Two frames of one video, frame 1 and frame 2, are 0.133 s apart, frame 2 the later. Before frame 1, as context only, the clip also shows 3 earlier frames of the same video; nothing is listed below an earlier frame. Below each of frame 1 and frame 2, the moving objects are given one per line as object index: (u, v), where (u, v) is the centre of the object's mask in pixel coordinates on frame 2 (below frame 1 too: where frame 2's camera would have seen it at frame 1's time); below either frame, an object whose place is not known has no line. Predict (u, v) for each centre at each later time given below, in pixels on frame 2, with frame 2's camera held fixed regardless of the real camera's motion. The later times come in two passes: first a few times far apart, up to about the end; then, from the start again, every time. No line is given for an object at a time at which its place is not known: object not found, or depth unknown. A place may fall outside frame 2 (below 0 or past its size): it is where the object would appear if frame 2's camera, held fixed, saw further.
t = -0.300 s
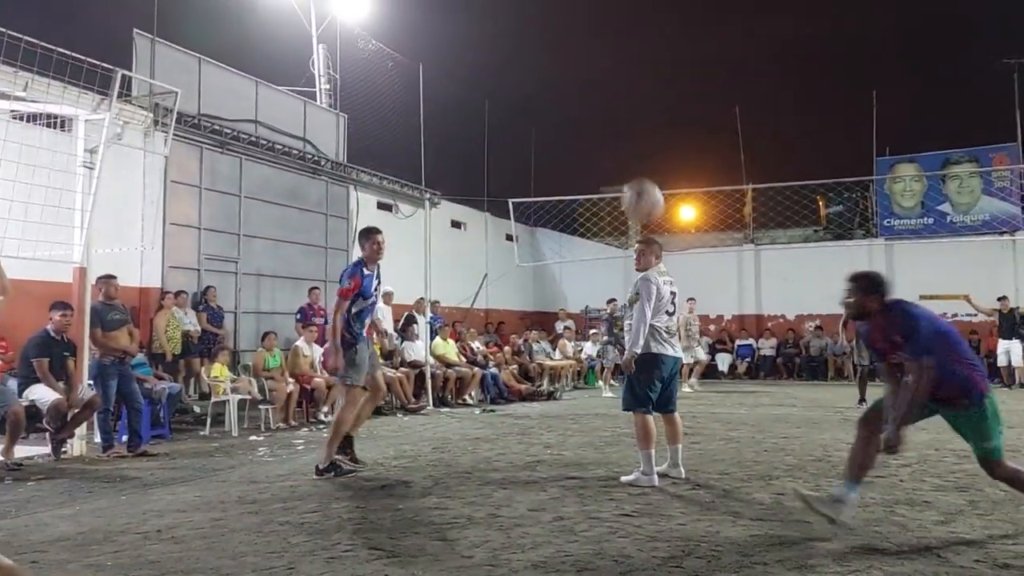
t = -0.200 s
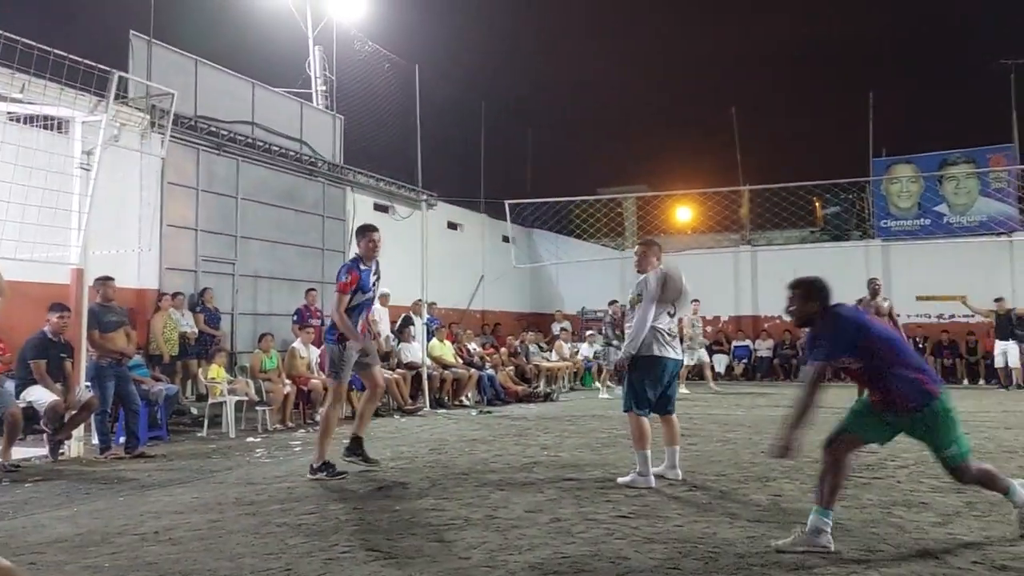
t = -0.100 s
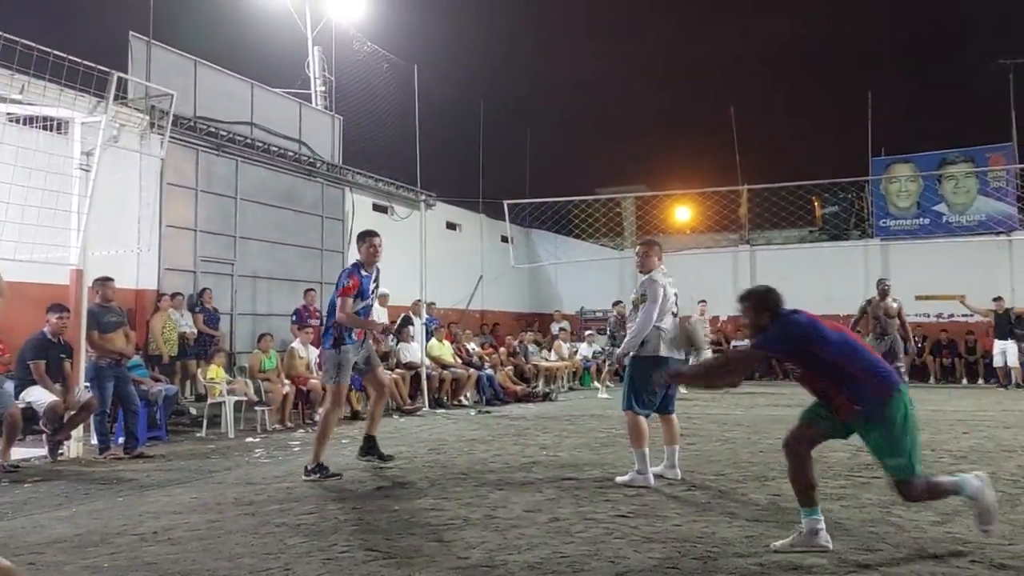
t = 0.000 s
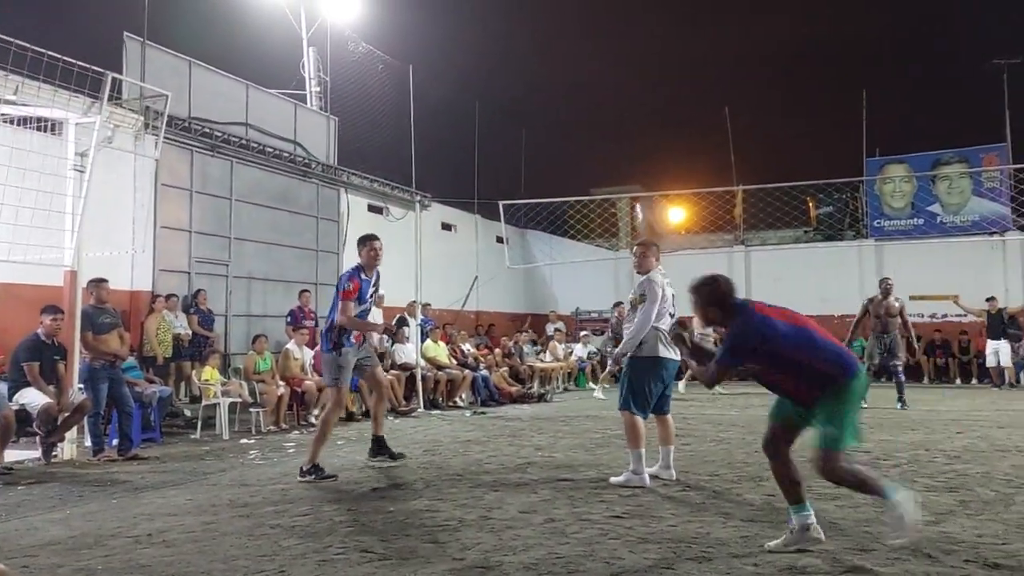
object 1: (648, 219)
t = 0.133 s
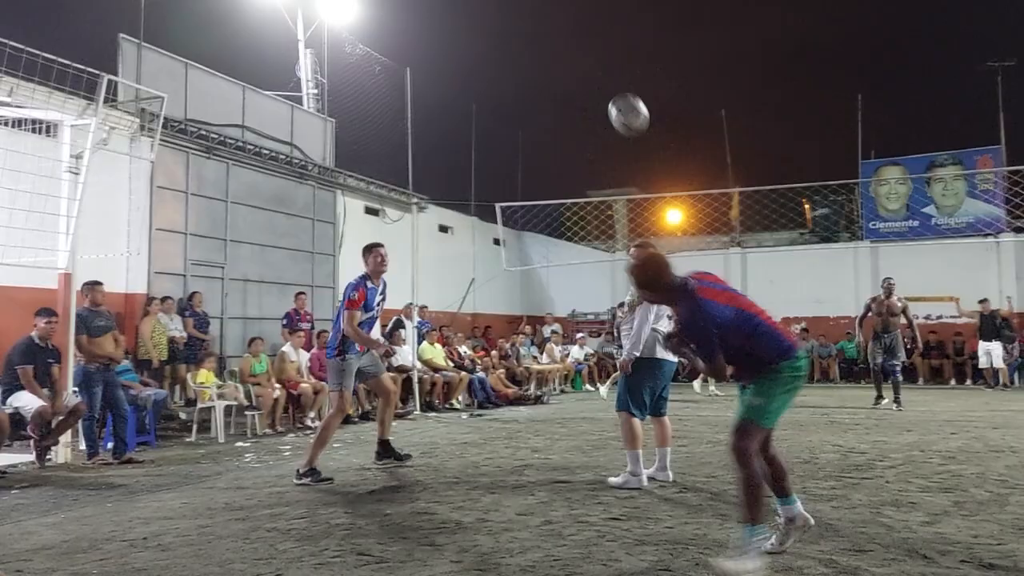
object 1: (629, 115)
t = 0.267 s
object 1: (610, 49)
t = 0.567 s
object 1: (583, 11)
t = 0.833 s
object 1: (567, 68)
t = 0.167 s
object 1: (623, 95)
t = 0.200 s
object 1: (618, 78)
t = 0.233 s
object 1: (614, 62)
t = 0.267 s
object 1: (610, 49)
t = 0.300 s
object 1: (607, 38)
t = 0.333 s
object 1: (601, 29)
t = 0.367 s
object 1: (599, 21)
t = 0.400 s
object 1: (596, 15)
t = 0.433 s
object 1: (593, 12)
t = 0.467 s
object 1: (590, 10)
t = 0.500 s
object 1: (588, 9)
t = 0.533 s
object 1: (585, 10)
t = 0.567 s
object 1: (583, 11)
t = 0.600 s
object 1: (580, 14)
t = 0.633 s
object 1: (578, 19)
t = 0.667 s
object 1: (576, 24)
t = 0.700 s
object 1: (574, 31)
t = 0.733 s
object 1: (572, 39)
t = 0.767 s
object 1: (570, 47)
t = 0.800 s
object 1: (569, 57)
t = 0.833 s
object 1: (567, 68)
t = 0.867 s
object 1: (566, 79)
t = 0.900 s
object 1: (564, 92)
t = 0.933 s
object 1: (564, 105)
